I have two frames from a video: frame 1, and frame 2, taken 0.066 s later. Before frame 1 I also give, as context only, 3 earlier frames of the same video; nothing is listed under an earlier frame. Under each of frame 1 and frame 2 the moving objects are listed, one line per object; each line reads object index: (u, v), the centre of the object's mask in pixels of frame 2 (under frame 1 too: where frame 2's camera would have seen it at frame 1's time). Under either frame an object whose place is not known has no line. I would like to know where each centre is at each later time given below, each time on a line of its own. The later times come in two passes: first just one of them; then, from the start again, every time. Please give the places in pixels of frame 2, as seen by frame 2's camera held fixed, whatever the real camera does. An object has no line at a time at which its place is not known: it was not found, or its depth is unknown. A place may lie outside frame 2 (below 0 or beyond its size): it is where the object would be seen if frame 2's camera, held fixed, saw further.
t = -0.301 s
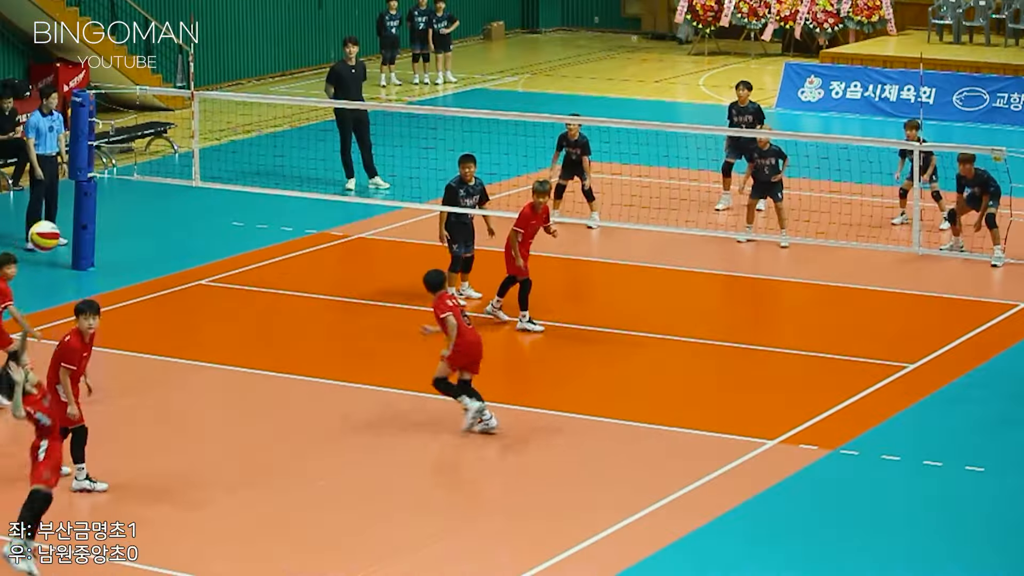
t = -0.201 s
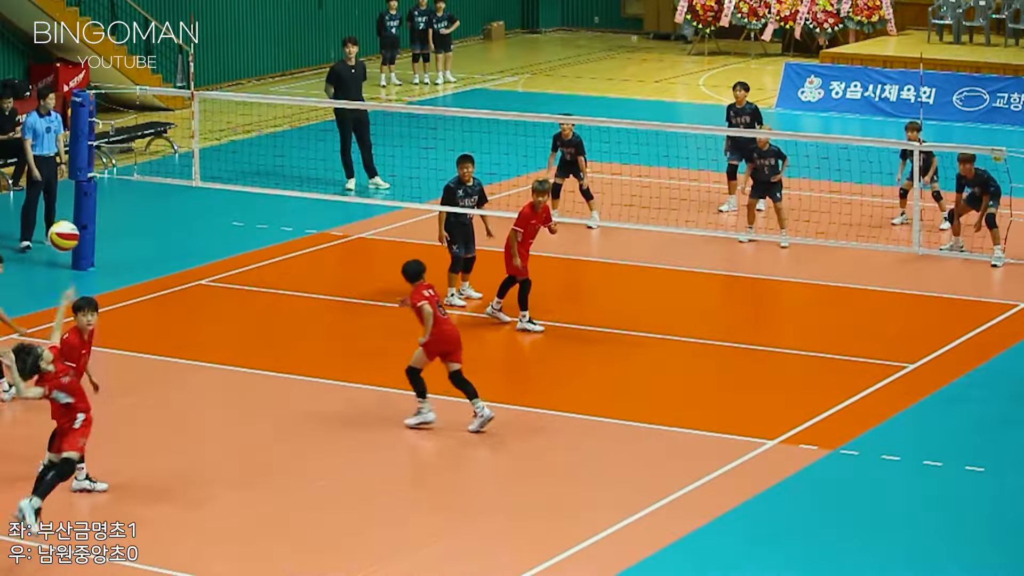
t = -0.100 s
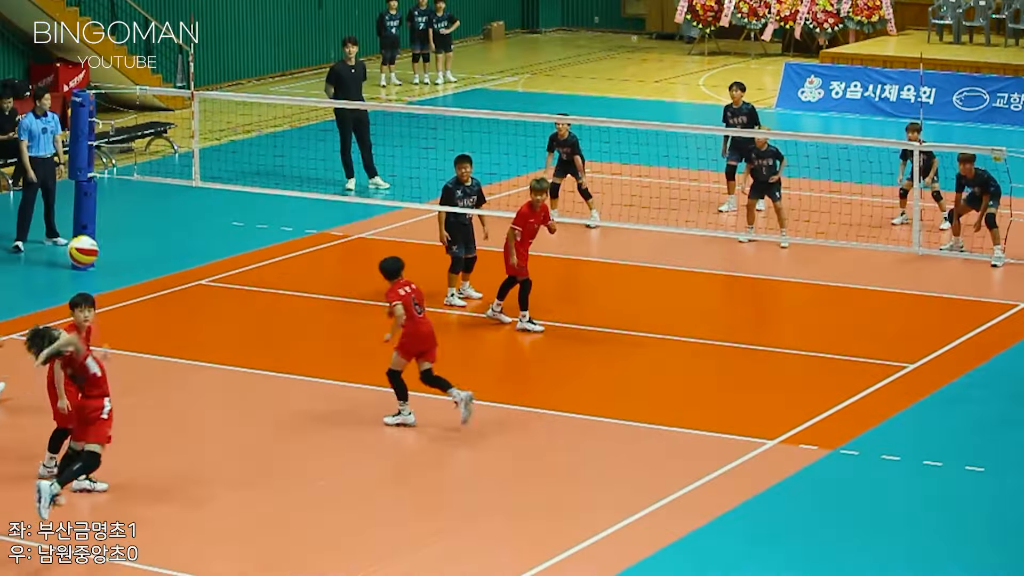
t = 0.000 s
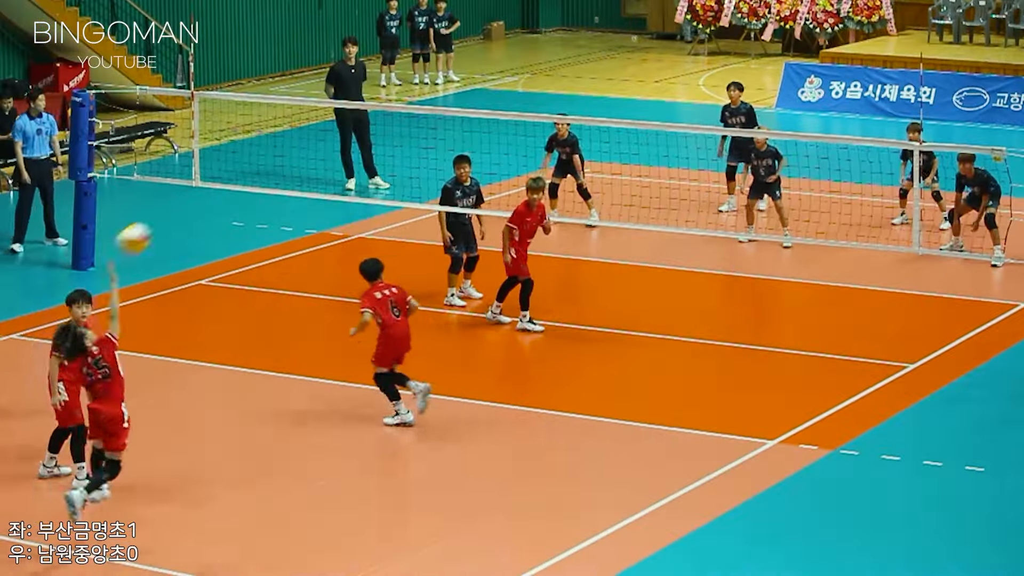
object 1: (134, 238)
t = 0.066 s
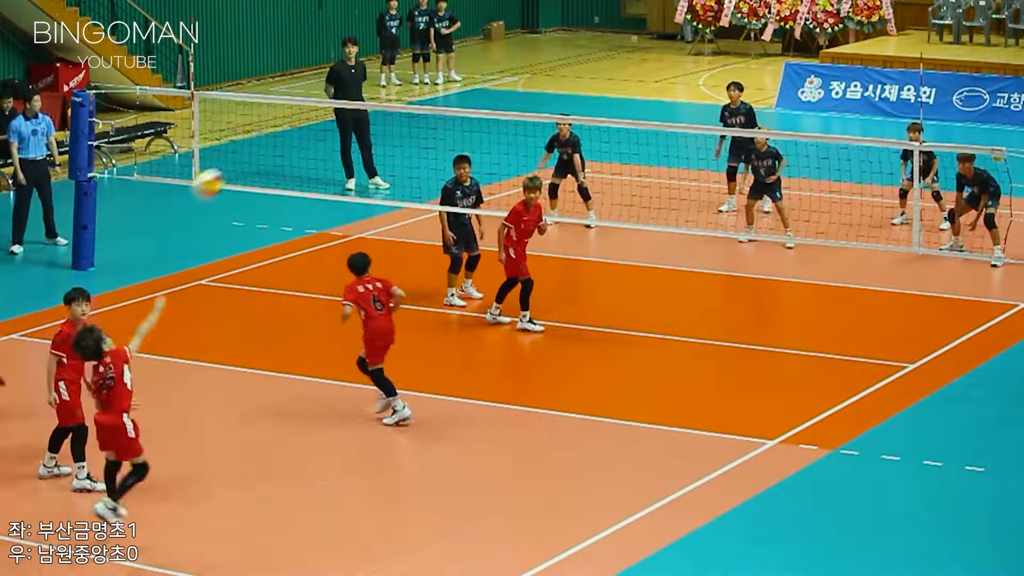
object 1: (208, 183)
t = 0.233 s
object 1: (362, 90)
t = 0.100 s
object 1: (242, 160)
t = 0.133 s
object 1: (275, 139)
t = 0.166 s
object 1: (305, 121)
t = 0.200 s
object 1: (335, 104)
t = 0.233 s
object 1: (362, 90)
